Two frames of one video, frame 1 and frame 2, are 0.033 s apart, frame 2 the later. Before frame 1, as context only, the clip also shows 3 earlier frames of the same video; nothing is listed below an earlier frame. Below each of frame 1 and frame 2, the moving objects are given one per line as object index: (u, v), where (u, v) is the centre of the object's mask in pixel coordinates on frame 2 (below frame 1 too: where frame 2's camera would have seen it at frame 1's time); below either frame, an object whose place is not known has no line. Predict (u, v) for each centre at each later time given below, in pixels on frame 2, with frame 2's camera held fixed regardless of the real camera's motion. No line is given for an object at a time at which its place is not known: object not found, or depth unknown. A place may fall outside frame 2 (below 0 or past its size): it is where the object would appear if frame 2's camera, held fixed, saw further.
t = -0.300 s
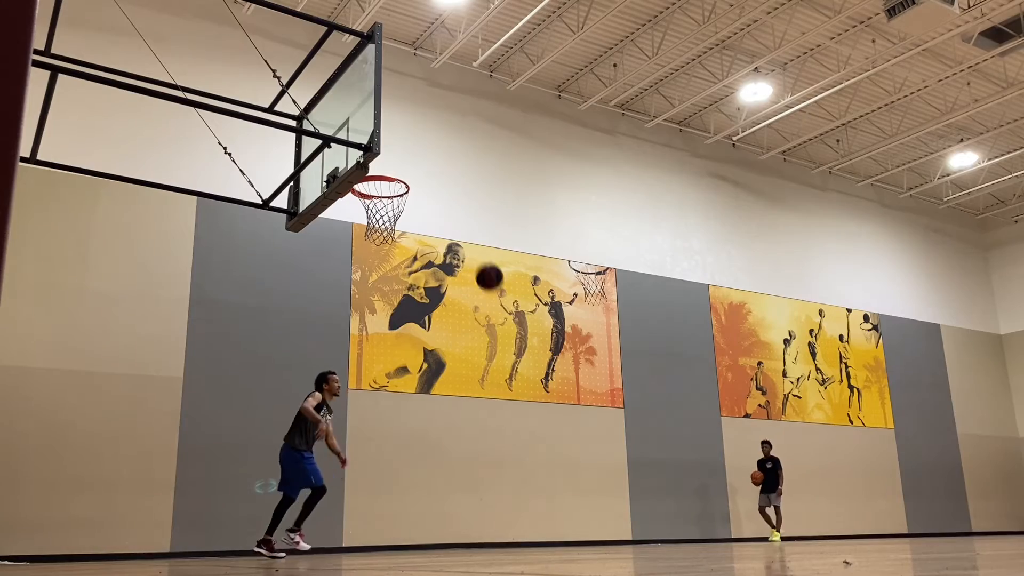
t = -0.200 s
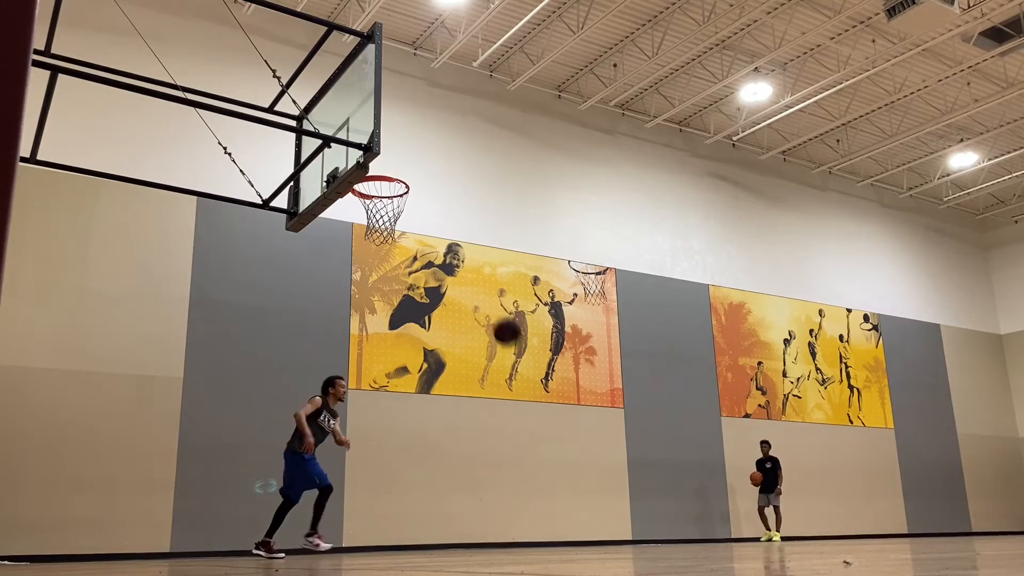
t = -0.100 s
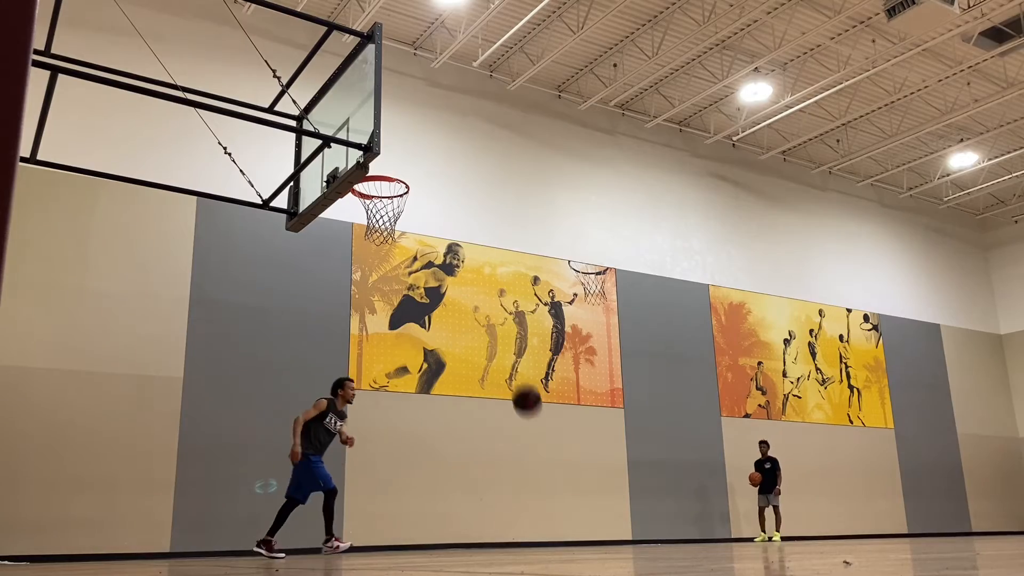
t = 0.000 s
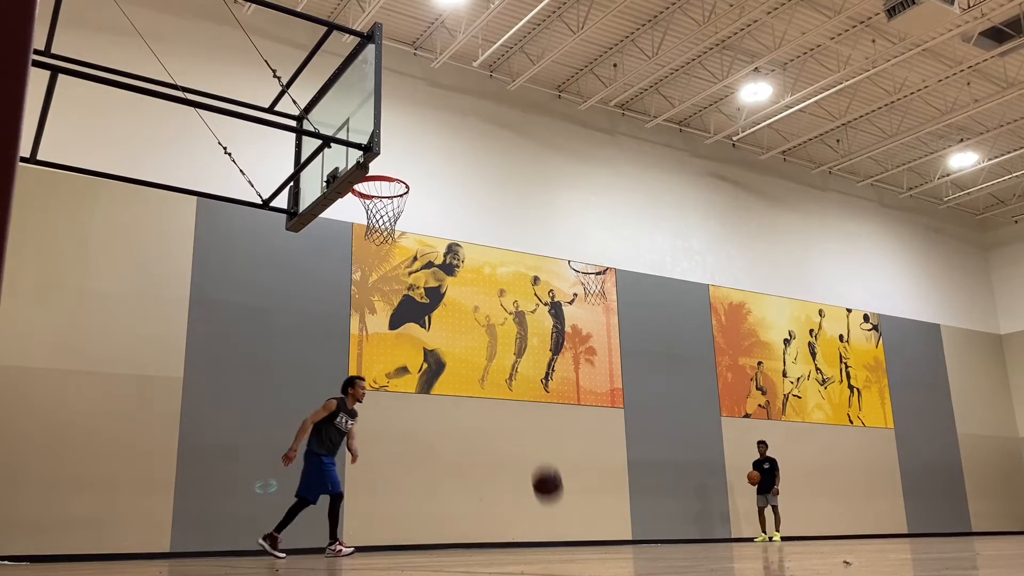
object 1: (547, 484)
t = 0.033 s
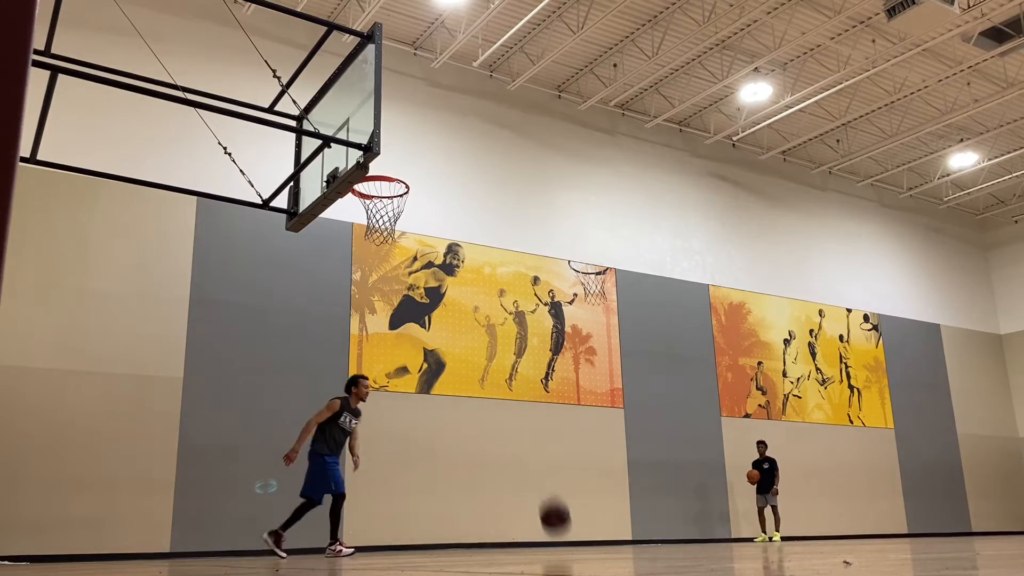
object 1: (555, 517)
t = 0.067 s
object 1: (560, 530)
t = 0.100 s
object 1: (559, 507)
